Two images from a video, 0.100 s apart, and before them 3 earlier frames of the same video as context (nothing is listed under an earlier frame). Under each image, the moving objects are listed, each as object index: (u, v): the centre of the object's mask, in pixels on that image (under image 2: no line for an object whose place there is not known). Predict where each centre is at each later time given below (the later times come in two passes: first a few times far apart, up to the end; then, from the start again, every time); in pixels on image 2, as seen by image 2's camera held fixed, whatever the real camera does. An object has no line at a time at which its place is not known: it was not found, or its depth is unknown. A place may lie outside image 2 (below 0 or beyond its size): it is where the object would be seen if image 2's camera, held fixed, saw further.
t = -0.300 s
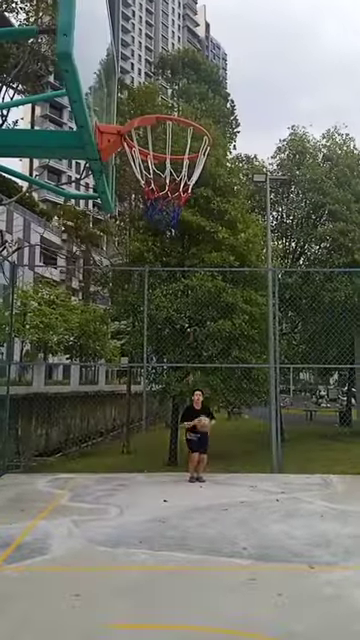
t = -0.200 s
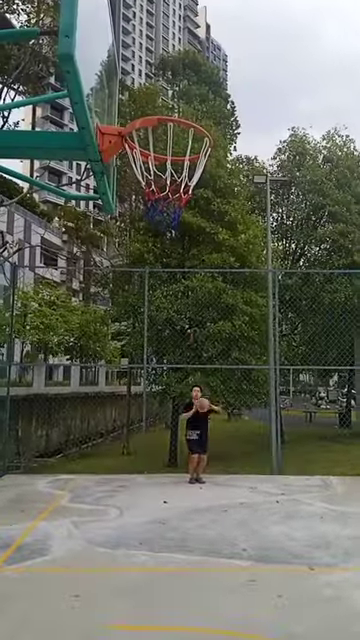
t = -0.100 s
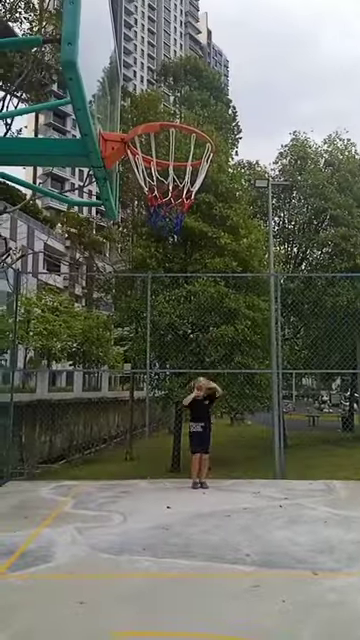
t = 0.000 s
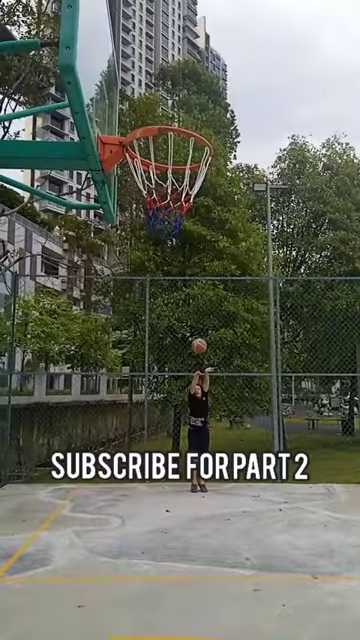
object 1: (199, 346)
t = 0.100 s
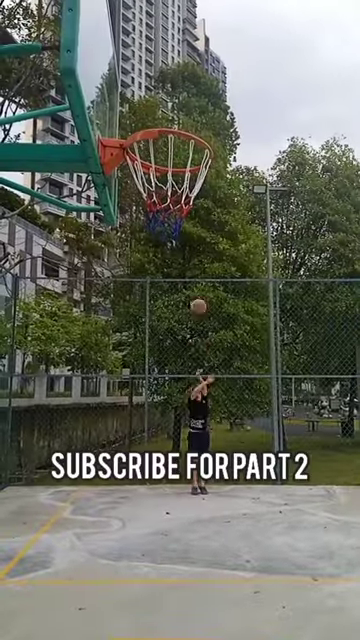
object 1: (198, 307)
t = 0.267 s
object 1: (197, 244)
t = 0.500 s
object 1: (192, 168)
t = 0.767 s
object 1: (186, 107)
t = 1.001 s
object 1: (176, 95)
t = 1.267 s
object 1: (159, 172)
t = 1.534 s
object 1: (191, 241)
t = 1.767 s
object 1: (226, 416)
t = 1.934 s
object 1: (253, 625)
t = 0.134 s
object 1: (198, 294)
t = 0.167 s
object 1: (198, 280)
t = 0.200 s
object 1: (197, 269)
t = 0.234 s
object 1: (197, 256)
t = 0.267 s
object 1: (197, 244)
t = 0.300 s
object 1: (196, 231)
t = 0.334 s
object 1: (196, 220)
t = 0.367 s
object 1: (197, 208)
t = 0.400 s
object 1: (199, 198)
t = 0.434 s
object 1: (195, 184)
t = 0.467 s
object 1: (192, 181)
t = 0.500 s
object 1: (192, 168)
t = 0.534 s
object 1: (193, 157)
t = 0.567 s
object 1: (194, 149)
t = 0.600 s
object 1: (192, 133)
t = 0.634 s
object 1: (190, 129)
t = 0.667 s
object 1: (189, 125)
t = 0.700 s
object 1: (187, 117)
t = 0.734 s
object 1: (187, 112)
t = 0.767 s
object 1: (186, 107)
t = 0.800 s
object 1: (184, 104)
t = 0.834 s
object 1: (182, 98)
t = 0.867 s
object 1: (181, 97)
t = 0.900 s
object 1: (180, 95)
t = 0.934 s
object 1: (178, 94)
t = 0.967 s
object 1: (178, 94)
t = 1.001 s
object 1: (176, 95)
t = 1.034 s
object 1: (173, 98)
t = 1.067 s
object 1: (172, 101)
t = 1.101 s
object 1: (171, 109)
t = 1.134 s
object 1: (168, 114)
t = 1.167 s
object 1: (164, 122)
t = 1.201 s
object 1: (166, 147)
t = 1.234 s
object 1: (155, 169)
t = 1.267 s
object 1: (159, 172)
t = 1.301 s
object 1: (160, 178)
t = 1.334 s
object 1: (164, 172)
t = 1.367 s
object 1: (168, 185)
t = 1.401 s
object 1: (172, 192)
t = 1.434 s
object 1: (177, 199)
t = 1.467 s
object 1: (181, 212)
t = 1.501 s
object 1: (186, 225)
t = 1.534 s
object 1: (191, 241)
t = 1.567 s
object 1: (195, 259)
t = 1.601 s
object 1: (199, 279)
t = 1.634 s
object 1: (204, 301)
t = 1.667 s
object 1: (210, 326)
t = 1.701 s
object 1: (214, 354)
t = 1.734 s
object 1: (219, 383)
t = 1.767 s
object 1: (226, 416)
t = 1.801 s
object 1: (232, 441)
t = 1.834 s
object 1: (235, 499)
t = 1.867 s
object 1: (241, 536)
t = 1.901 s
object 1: (247, 583)
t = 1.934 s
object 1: (253, 625)
